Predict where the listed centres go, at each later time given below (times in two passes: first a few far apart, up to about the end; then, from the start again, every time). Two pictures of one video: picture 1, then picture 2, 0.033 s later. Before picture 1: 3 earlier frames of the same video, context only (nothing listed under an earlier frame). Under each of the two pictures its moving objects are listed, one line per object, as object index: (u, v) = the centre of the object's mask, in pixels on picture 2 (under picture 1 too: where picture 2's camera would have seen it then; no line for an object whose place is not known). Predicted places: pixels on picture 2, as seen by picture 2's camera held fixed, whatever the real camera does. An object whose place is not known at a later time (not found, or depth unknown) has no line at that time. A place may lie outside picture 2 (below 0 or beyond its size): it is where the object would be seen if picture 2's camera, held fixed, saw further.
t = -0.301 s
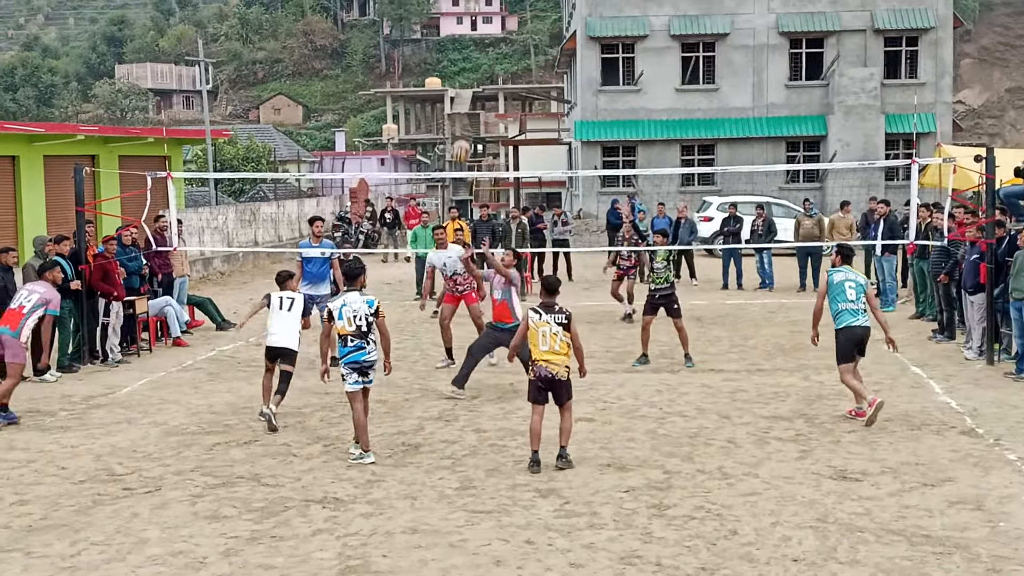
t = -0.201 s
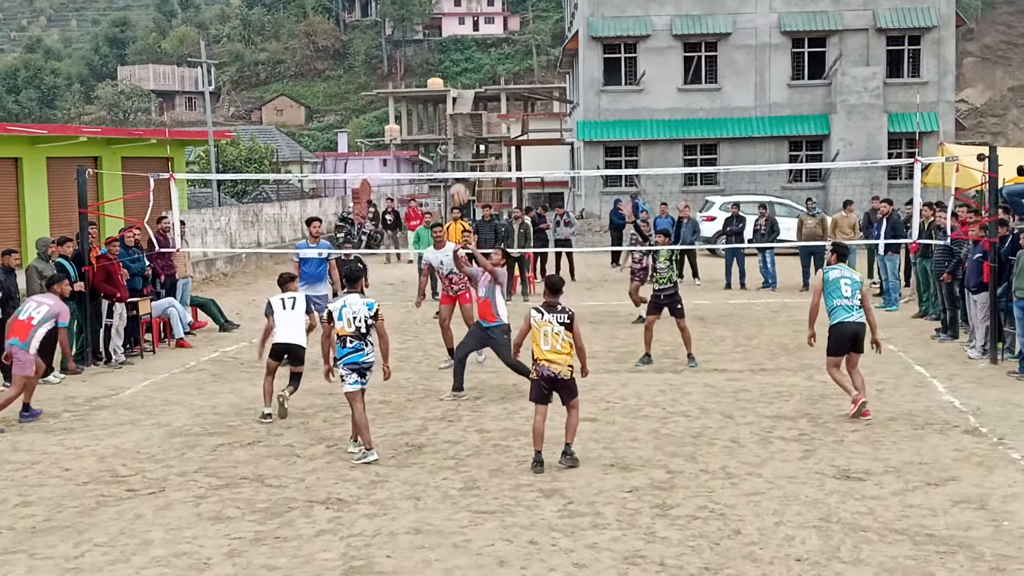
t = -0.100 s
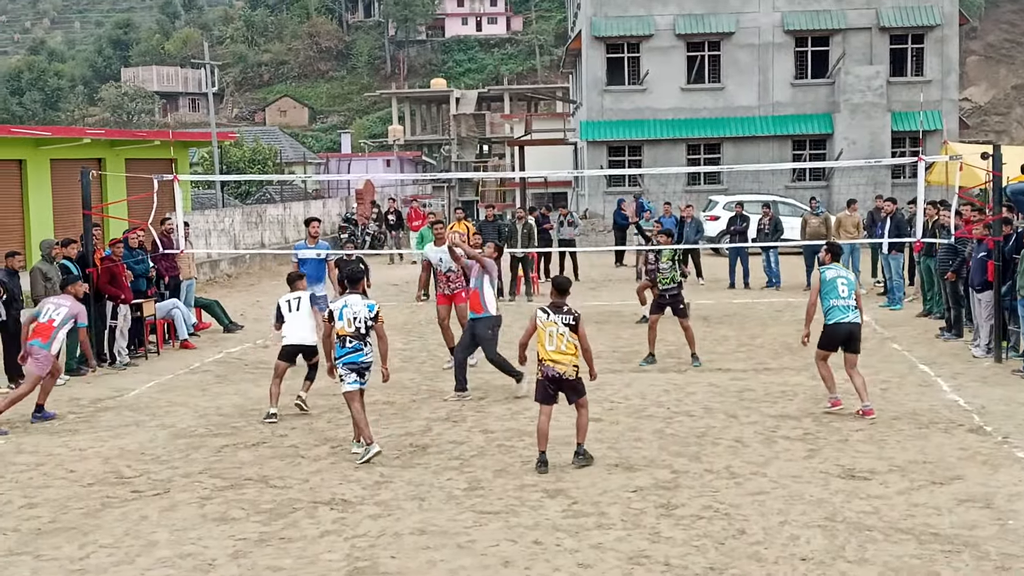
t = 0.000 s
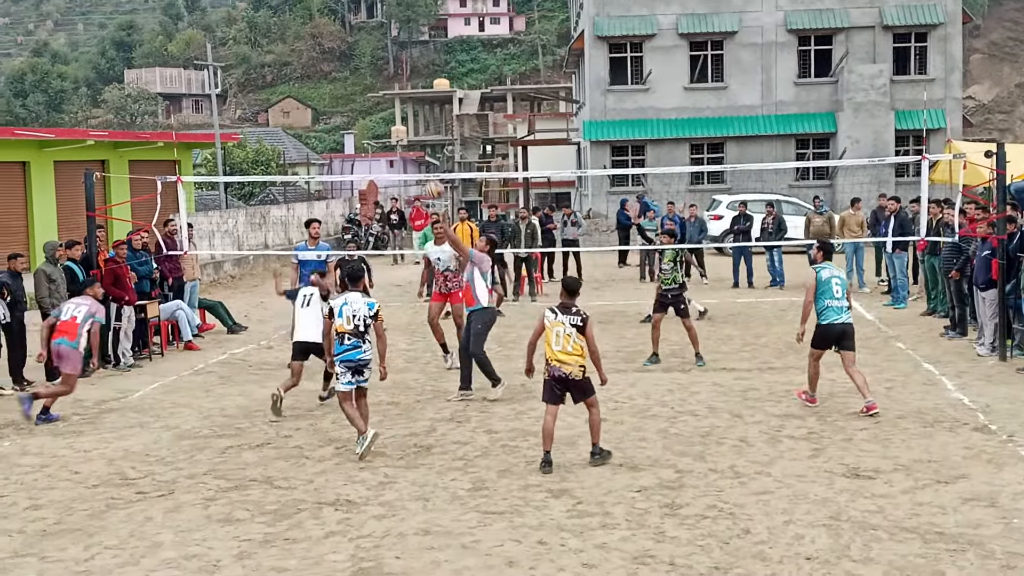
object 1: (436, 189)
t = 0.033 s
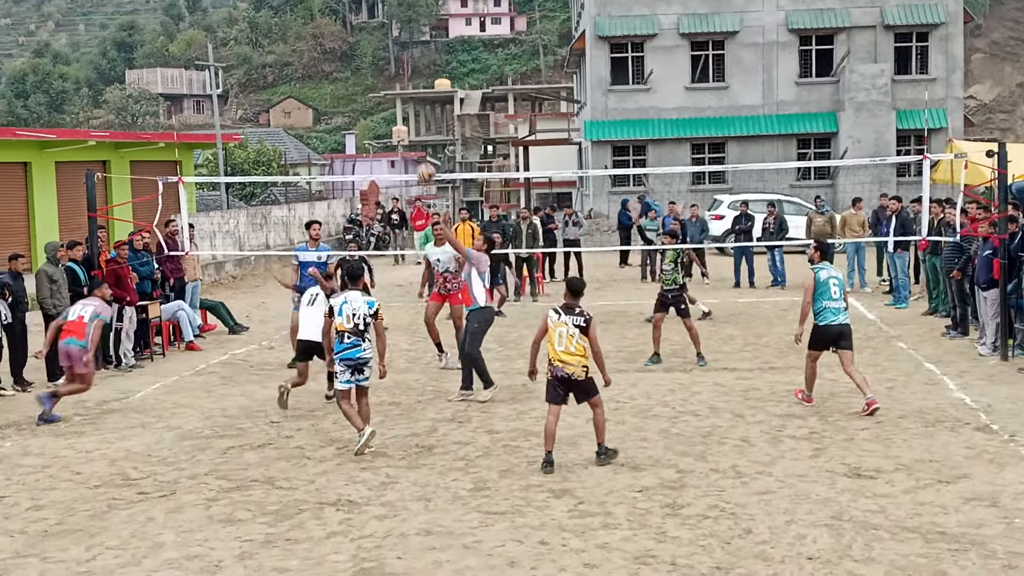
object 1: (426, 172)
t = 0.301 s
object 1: (351, 76)
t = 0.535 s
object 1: (289, 47)
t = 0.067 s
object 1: (417, 157)
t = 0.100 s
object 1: (407, 143)
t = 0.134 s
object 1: (397, 128)
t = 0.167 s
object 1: (387, 114)
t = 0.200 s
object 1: (378, 104)
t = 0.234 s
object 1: (369, 93)
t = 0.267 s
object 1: (360, 84)
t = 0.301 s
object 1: (351, 76)
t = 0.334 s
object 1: (342, 69)
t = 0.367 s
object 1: (333, 62)
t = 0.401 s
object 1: (324, 57)
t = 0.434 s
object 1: (315, 53)
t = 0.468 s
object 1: (306, 50)
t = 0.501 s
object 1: (297, 48)
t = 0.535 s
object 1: (289, 47)
